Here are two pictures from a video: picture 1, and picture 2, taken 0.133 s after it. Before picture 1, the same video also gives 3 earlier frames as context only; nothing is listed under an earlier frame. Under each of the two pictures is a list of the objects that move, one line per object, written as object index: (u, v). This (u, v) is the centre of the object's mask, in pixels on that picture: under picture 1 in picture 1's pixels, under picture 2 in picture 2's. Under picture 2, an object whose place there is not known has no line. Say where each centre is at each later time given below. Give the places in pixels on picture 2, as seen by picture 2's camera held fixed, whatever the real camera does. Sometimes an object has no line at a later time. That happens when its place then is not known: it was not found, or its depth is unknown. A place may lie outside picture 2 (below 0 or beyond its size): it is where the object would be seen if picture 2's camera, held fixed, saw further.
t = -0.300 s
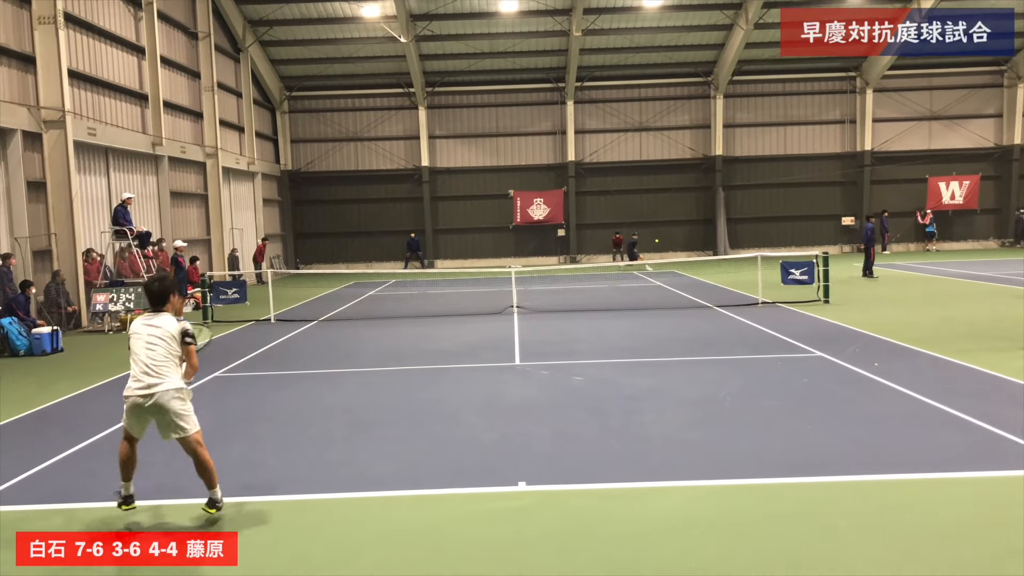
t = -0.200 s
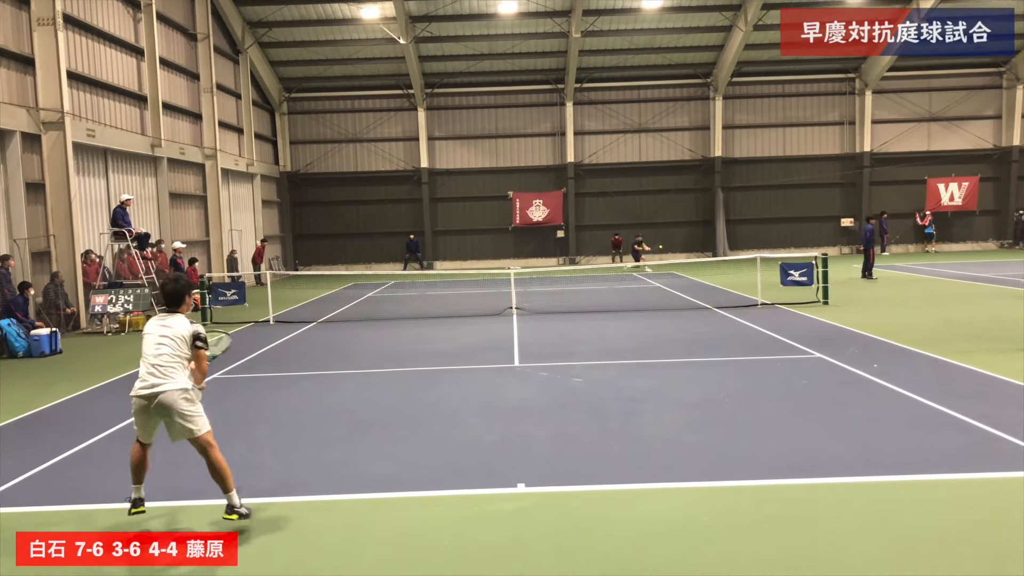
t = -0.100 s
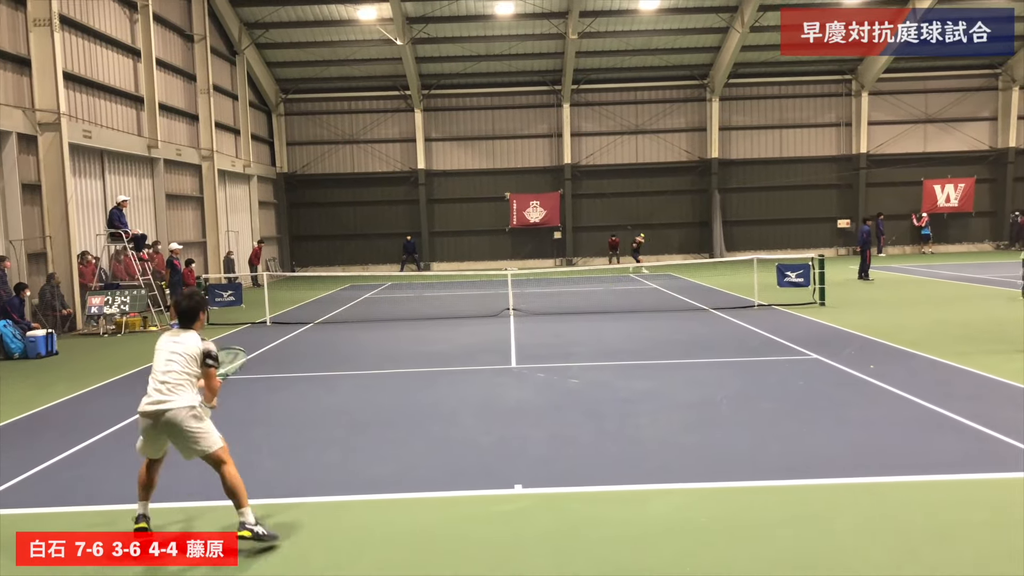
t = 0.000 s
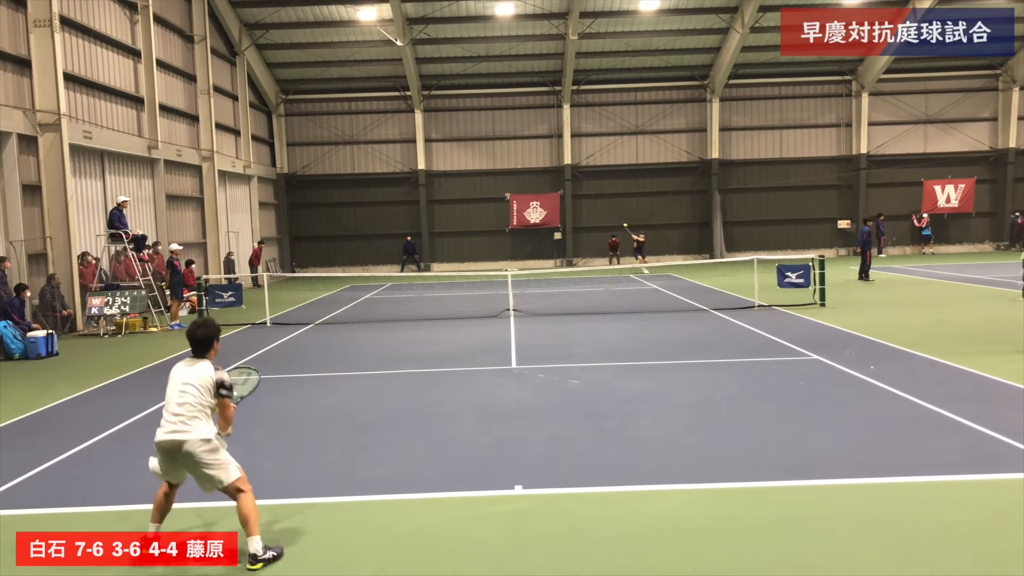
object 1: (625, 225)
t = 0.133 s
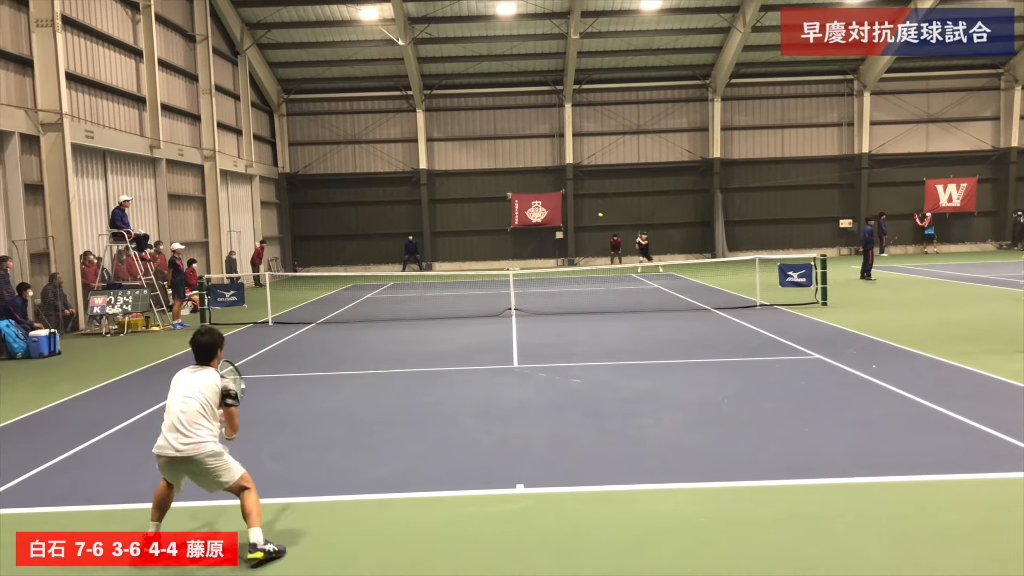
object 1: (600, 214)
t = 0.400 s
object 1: (528, 221)
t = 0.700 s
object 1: (382, 315)
